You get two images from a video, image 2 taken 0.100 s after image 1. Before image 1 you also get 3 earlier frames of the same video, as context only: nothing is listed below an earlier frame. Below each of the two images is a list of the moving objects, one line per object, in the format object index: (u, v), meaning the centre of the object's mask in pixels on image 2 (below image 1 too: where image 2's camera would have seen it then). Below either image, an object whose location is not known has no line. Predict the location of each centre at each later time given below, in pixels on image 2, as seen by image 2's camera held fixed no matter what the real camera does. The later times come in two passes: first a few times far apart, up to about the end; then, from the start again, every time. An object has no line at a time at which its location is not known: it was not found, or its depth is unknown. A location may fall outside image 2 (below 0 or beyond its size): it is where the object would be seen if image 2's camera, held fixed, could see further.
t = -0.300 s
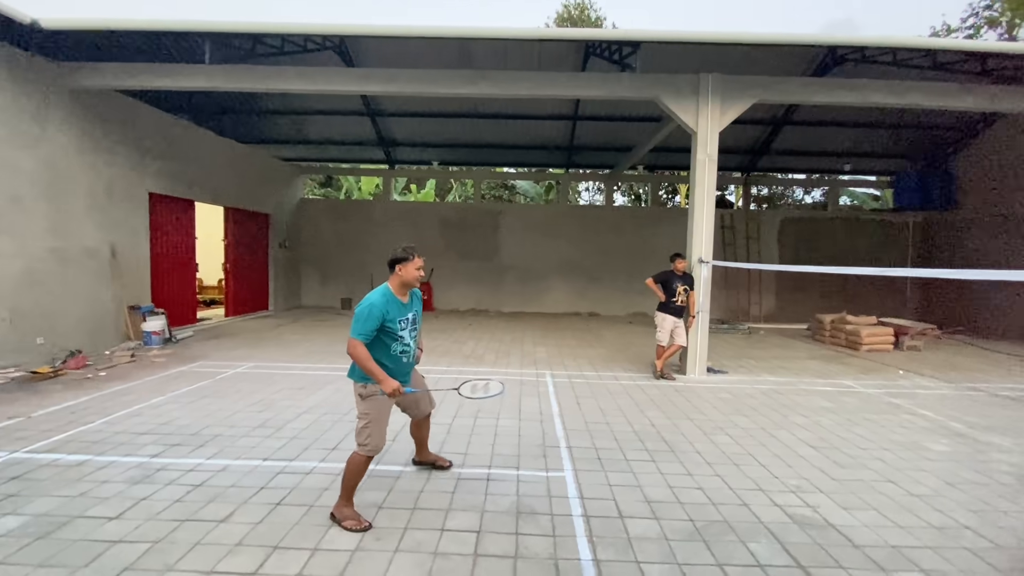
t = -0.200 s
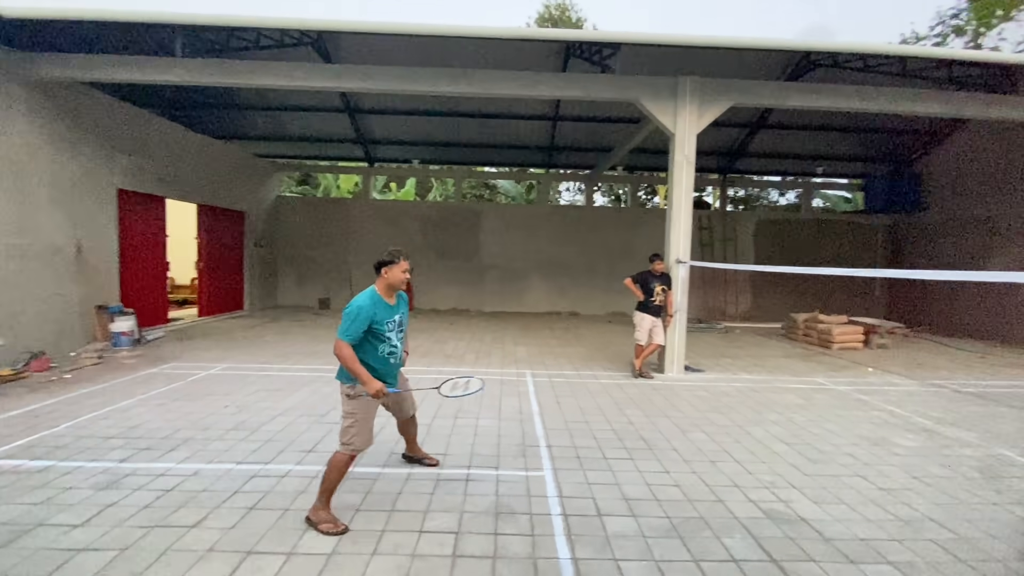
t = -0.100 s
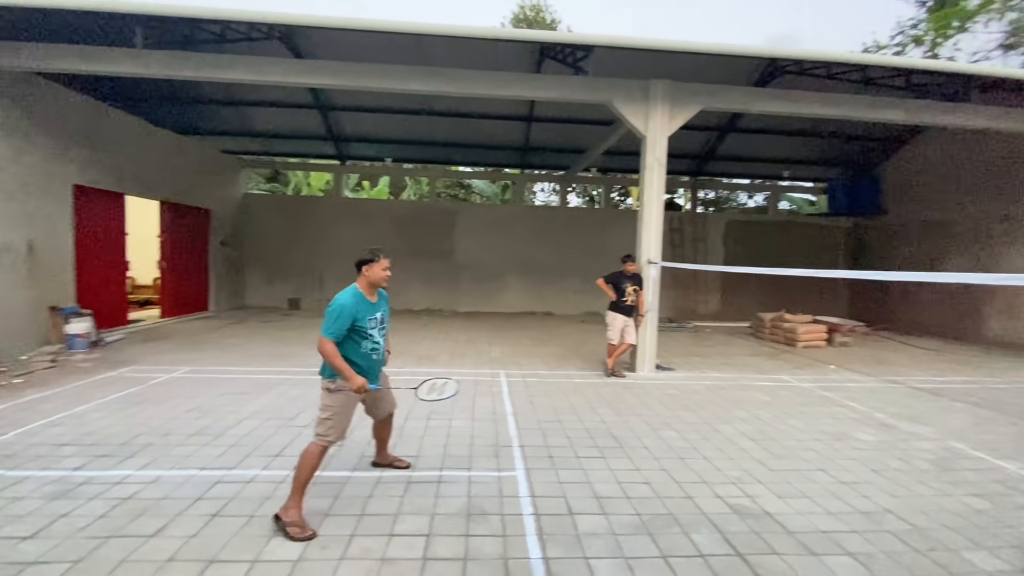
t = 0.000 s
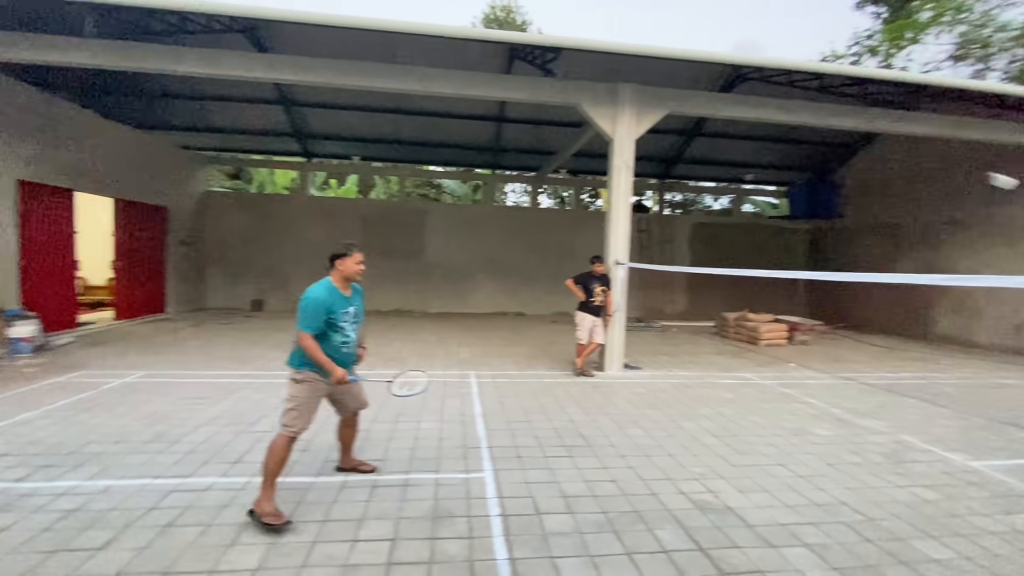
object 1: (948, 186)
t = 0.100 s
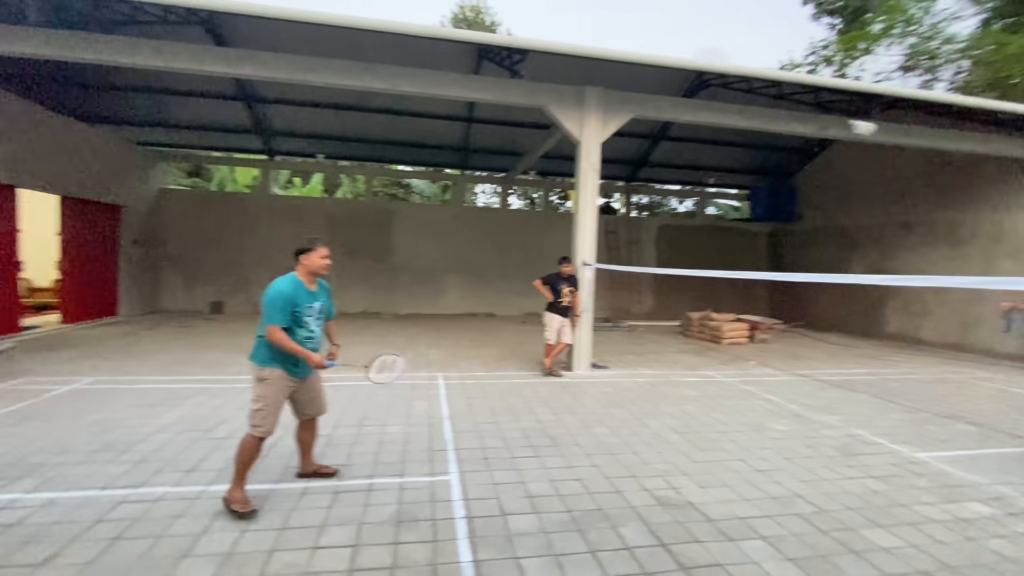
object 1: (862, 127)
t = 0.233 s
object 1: (747, 82)
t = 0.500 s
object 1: (520, 101)
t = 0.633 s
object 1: (412, 168)
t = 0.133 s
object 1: (834, 112)
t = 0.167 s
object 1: (806, 100)
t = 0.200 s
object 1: (776, 90)
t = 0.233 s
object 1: (747, 82)
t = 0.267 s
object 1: (717, 77)
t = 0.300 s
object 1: (688, 73)
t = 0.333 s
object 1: (660, 71)
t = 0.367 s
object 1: (631, 72)
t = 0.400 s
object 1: (603, 75)
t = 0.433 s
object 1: (575, 81)
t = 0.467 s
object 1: (547, 89)
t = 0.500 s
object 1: (520, 101)
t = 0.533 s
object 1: (493, 114)
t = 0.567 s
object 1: (467, 130)
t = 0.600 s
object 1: (438, 148)
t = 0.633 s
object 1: (412, 168)
